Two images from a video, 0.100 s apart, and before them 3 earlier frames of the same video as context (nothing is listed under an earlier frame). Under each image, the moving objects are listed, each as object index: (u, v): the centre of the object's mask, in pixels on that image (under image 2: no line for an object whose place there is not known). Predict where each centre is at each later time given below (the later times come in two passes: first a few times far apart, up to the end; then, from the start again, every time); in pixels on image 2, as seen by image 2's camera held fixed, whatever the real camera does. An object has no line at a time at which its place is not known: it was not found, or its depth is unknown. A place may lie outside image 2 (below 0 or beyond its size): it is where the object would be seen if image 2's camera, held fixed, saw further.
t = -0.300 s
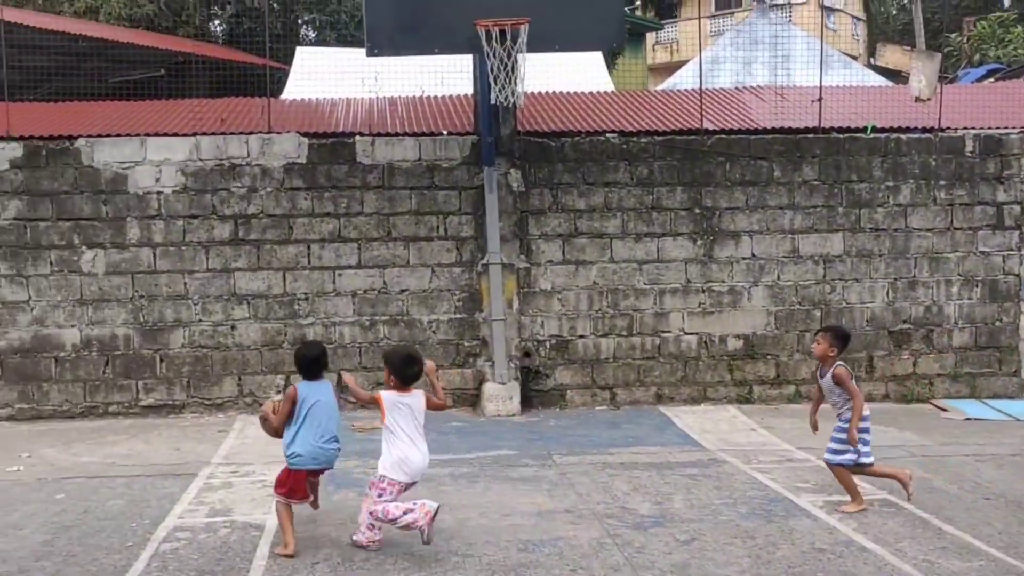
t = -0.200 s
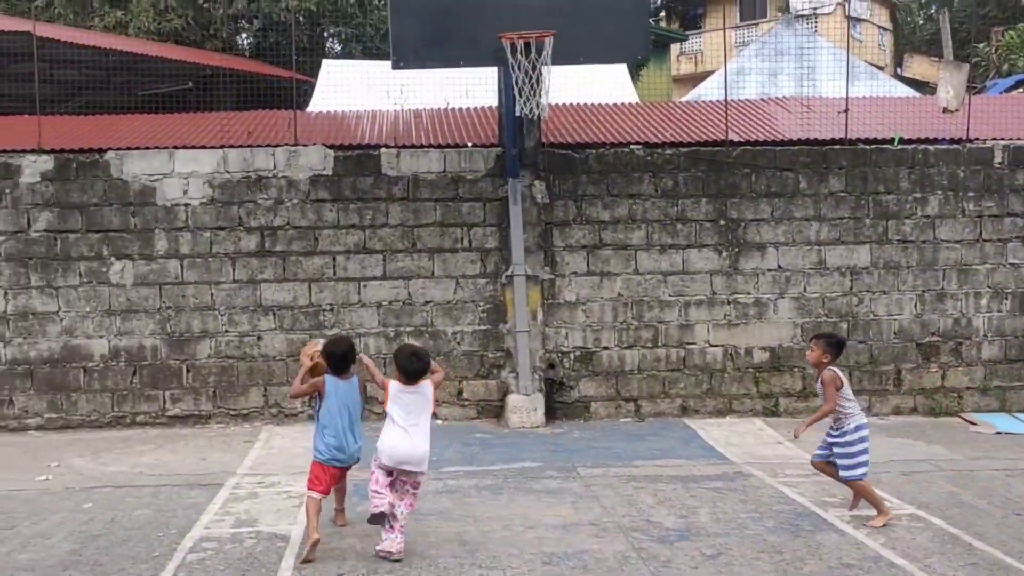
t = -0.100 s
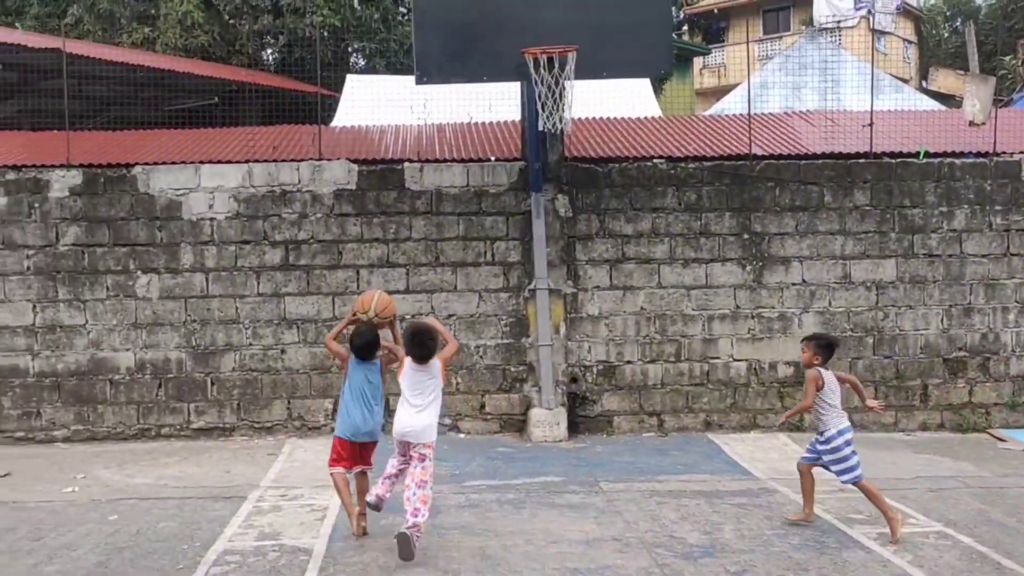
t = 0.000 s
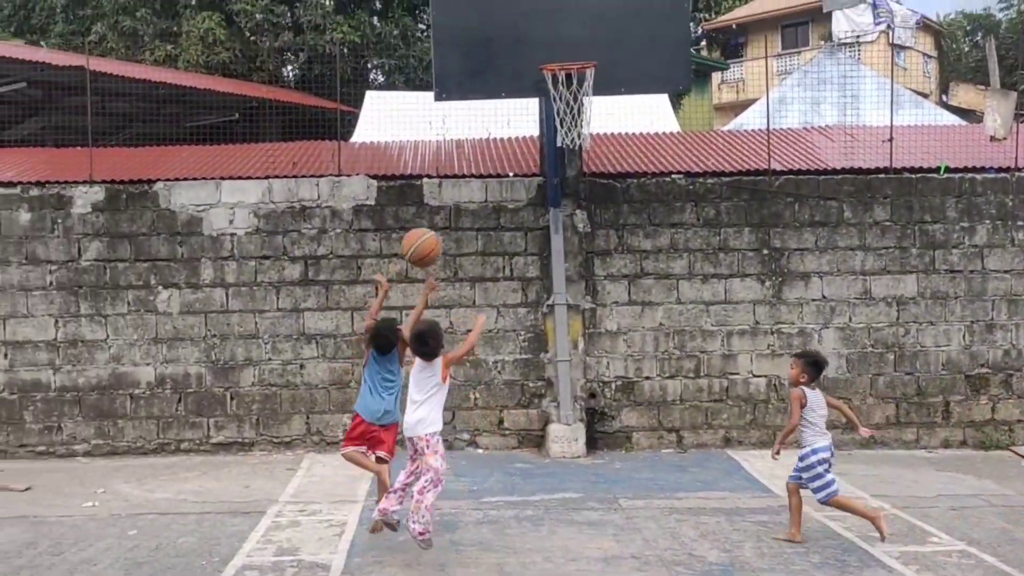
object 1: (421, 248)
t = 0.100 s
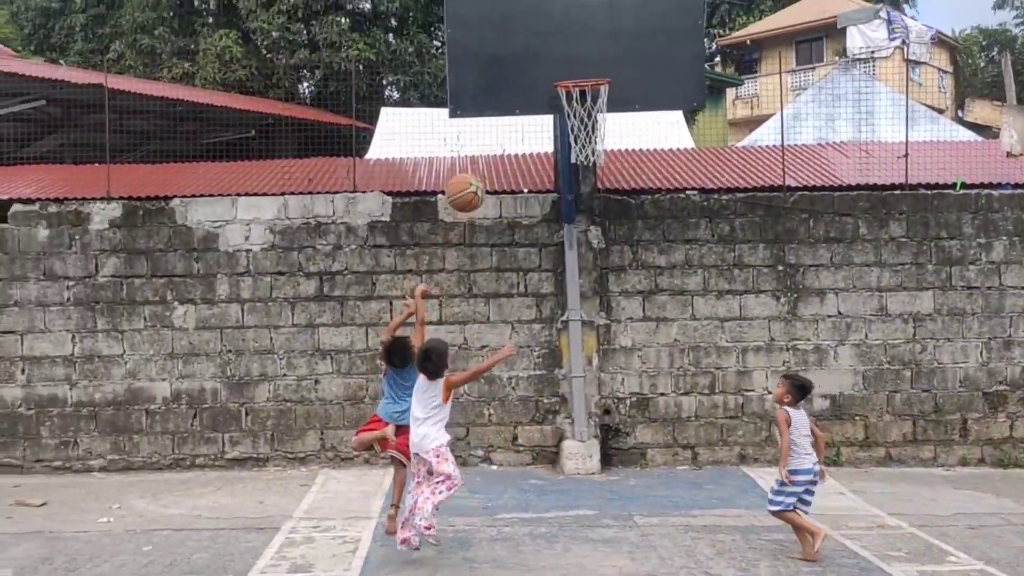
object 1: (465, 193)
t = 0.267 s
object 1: (512, 115)
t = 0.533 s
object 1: (583, 86)
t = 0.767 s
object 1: (612, 163)
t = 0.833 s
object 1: (620, 200)
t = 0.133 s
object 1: (473, 175)
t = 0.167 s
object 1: (484, 156)
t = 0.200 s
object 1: (494, 141)
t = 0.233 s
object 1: (503, 127)
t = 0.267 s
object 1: (512, 115)
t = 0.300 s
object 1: (521, 105)
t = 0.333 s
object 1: (530, 97)
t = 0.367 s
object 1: (539, 91)
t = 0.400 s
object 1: (548, 86)
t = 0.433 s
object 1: (557, 84)
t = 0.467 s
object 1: (566, 83)
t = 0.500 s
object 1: (575, 83)
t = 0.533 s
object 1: (583, 86)
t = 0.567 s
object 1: (588, 91)
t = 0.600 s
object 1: (592, 98)
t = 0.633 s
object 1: (596, 108)
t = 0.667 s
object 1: (600, 119)
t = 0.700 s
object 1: (604, 133)
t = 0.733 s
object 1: (607, 147)
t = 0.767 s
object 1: (612, 163)
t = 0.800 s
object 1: (615, 180)
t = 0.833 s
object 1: (620, 200)
